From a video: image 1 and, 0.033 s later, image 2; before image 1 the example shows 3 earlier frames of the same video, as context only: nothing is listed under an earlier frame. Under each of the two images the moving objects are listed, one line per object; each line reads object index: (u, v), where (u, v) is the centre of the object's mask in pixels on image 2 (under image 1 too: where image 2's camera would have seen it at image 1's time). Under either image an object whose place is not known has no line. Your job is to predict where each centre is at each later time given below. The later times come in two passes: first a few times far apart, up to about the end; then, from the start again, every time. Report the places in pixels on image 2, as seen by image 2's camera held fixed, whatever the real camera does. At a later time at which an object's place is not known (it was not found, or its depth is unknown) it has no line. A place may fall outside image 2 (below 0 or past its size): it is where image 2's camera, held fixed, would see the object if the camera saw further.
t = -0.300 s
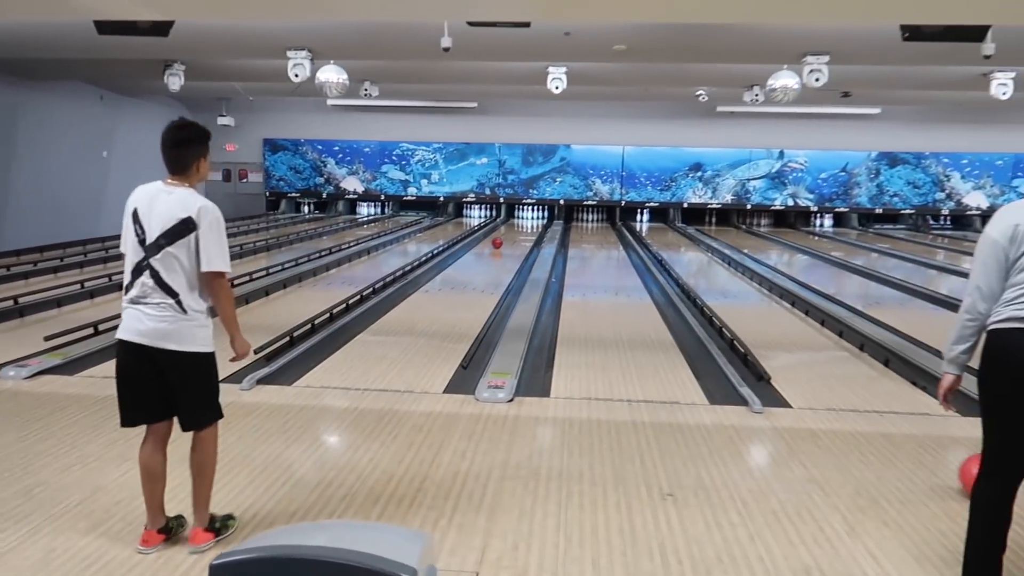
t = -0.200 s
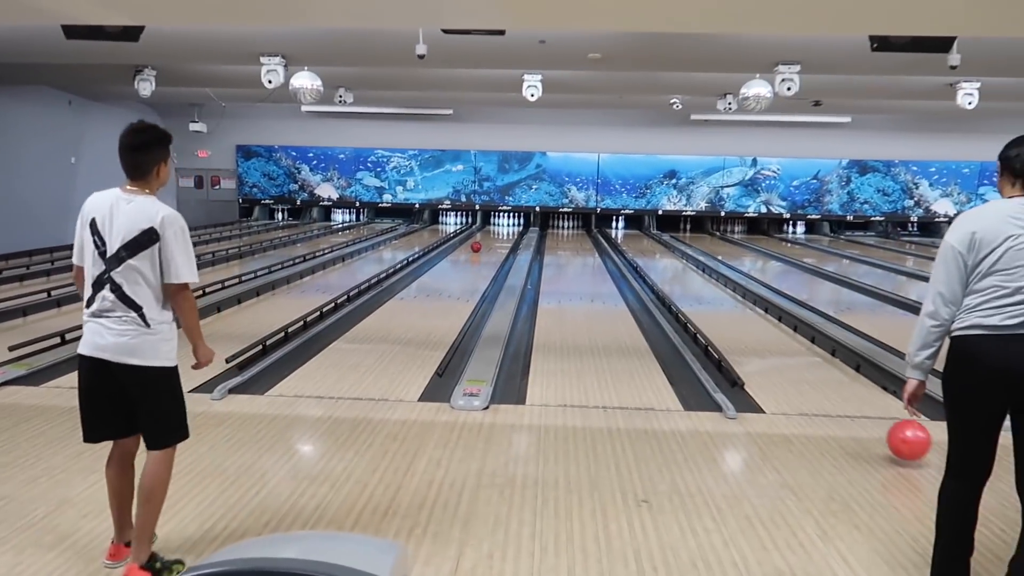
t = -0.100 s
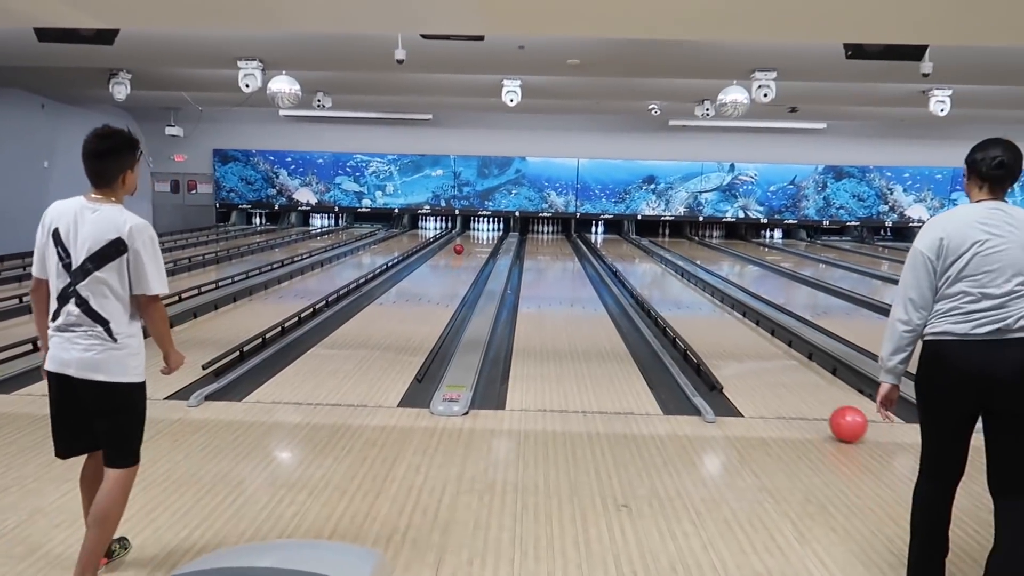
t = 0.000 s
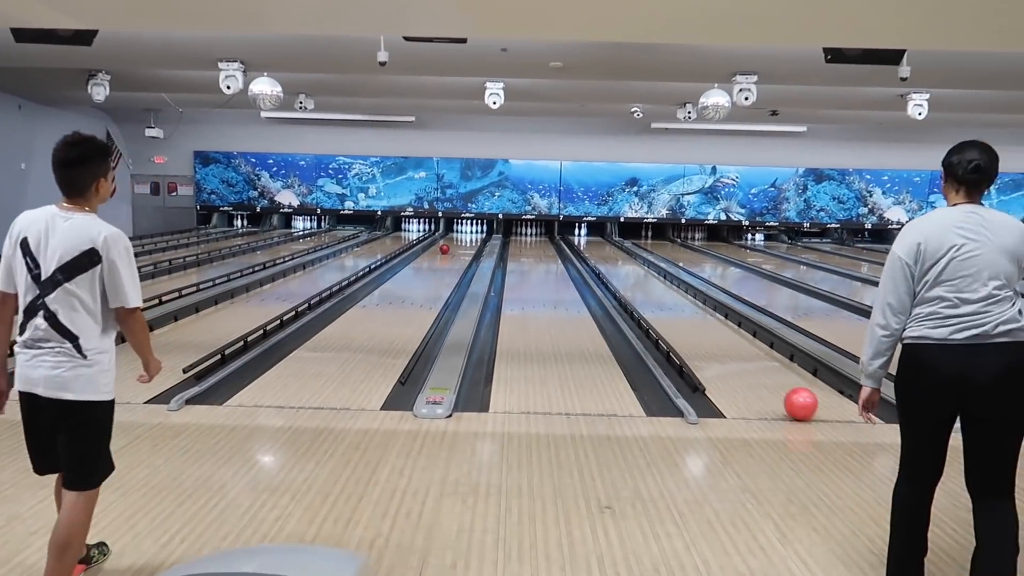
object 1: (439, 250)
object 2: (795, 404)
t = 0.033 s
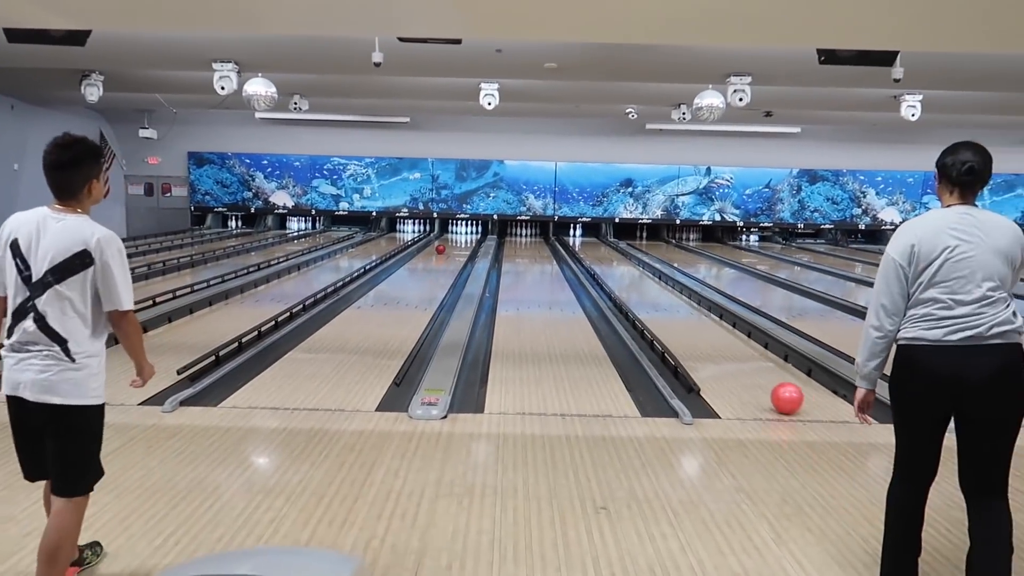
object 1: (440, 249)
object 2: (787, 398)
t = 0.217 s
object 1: (444, 246)
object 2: (750, 370)
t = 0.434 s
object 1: (447, 244)
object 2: (718, 346)
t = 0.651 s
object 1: (452, 241)
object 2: (693, 328)
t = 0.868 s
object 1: (456, 238)
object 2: (674, 312)
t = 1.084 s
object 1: (459, 235)
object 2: (659, 301)
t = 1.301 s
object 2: (648, 292)
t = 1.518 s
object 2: (638, 283)
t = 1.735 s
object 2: (630, 276)
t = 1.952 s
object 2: (623, 270)
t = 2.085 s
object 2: (620, 267)
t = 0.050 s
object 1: (440, 249)
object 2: (783, 395)
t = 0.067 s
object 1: (441, 249)
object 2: (779, 393)
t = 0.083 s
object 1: (441, 249)
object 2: (776, 390)
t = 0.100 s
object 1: (442, 248)
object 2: (772, 387)
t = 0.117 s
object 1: (442, 248)
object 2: (769, 385)
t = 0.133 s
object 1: (442, 247)
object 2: (765, 382)
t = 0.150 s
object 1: (443, 247)
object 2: (762, 380)
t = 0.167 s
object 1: (443, 247)
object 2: (759, 377)
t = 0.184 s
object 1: (443, 247)
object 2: (756, 375)
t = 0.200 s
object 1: (443, 247)
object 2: (753, 372)
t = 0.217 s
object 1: (444, 246)
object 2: (750, 370)
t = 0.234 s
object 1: (444, 246)
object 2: (747, 368)
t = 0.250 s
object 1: (444, 246)
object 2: (744, 366)
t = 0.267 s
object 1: (444, 245)
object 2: (742, 364)
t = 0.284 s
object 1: (445, 245)
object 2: (739, 362)
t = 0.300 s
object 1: (445, 245)
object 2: (736, 360)
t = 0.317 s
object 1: (445, 245)
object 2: (734, 358)
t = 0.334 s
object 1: (446, 245)
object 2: (731, 356)
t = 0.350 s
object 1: (446, 245)
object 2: (729, 354)
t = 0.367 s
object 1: (446, 245)
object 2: (726, 353)
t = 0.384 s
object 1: (446, 245)
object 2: (724, 351)
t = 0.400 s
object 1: (447, 244)
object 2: (722, 350)
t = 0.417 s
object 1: (447, 244)
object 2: (720, 348)
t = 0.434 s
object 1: (447, 244)
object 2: (718, 346)
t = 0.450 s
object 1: (448, 244)
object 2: (716, 345)
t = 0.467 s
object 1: (448, 243)
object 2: (713, 343)
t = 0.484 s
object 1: (449, 243)
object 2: (712, 341)
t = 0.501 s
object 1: (449, 243)
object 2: (710, 340)
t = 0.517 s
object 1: (449, 243)
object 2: (708, 338)
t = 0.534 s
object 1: (450, 243)
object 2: (706, 337)
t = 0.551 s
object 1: (450, 243)
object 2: (704, 335)
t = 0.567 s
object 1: (450, 242)
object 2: (702, 334)
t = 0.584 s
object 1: (451, 242)
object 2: (700, 333)
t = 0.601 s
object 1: (451, 242)
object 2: (698, 331)
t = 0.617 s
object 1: (451, 241)
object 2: (697, 330)
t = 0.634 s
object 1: (452, 241)
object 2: (695, 329)
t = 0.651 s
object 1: (452, 241)
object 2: (693, 328)
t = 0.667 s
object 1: (452, 241)
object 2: (692, 326)
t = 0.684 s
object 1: (453, 241)
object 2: (690, 325)
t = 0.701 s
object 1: (453, 241)
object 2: (689, 324)
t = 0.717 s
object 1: (453, 240)
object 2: (687, 322)
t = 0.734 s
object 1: (454, 240)
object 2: (686, 321)
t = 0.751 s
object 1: (454, 240)
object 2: (684, 320)
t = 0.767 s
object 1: (454, 239)
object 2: (683, 319)
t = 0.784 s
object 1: (454, 239)
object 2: (681, 318)
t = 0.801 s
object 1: (455, 239)
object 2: (680, 317)
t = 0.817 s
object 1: (455, 239)
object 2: (678, 316)
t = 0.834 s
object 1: (455, 238)
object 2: (677, 314)
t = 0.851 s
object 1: (456, 238)
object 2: (675, 313)
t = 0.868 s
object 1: (456, 238)
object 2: (674, 312)
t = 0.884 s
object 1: (456, 237)
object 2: (673, 311)
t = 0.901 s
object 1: (456, 237)
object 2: (672, 310)
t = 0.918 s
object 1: (457, 237)
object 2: (671, 309)
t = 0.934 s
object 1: (457, 236)
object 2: (669, 308)
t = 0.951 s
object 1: (457, 236)
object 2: (668, 307)
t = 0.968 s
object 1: (458, 236)
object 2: (667, 306)
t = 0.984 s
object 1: (458, 236)
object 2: (666, 306)
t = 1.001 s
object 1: (458, 236)
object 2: (664, 305)
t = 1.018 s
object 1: (458, 236)
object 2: (664, 304)
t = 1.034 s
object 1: (459, 235)
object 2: (662, 303)
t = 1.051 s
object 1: (459, 235)
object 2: (661, 302)
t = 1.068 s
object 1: (459, 235)
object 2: (660, 302)
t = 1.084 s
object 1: (459, 235)
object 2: (659, 301)
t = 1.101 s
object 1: (460, 235)
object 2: (658, 300)
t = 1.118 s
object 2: (657, 299)
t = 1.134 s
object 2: (656, 298)
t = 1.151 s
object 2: (655, 298)
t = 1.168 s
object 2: (654, 297)
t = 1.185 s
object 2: (653, 296)
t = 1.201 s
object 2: (653, 296)
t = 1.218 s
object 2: (652, 295)
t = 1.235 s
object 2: (651, 294)
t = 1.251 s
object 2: (650, 294)
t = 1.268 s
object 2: (649, 293)
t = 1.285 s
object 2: (648, 292)
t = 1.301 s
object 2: (648, 292)
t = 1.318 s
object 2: (647, 291)
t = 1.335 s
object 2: (646, 291)
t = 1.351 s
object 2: (645, 290)
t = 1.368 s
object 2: (645, 289)
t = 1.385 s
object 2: (644, 288)
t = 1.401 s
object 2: (643, 288)
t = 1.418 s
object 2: (642, 287)
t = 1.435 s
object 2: (641, 286)
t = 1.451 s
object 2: (641, 286)
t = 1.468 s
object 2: (640, 285)
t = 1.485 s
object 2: (639, 284)
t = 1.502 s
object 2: (639, 284)
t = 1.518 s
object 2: (638, 283)
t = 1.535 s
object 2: (638, 282)
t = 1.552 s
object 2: (637, 282)
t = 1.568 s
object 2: (636, 281)
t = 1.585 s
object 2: (636, 280)
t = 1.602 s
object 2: (635, 280)
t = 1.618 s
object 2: (635, 279)
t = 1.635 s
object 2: (634, 279)
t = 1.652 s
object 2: (633, 278)
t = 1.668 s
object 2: (632, 278)
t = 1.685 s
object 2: (632, 277)
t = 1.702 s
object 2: (632, 277)
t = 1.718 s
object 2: (631, 276)
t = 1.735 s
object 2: (630, 276)
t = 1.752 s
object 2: (630, 275)
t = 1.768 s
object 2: (629, 275)
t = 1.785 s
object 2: (629, 274)
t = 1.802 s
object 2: (628, 274)
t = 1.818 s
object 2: (627, 273)
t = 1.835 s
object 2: (627, 273)
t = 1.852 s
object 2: (626, 273)
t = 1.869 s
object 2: (626, 272)
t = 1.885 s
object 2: (625, 272)
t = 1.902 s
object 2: (625, 271)
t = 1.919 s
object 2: (624, 271)
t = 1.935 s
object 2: (624, 270)
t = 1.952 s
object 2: (623, 270)
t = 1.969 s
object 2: (623, 269)
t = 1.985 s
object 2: (622, 269)
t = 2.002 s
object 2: (622, 269)
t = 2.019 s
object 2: (621, 268)
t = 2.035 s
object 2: (621, 268)
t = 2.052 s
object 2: (620, 267)
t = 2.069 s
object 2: (620, 267)
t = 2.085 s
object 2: (620, 267)
